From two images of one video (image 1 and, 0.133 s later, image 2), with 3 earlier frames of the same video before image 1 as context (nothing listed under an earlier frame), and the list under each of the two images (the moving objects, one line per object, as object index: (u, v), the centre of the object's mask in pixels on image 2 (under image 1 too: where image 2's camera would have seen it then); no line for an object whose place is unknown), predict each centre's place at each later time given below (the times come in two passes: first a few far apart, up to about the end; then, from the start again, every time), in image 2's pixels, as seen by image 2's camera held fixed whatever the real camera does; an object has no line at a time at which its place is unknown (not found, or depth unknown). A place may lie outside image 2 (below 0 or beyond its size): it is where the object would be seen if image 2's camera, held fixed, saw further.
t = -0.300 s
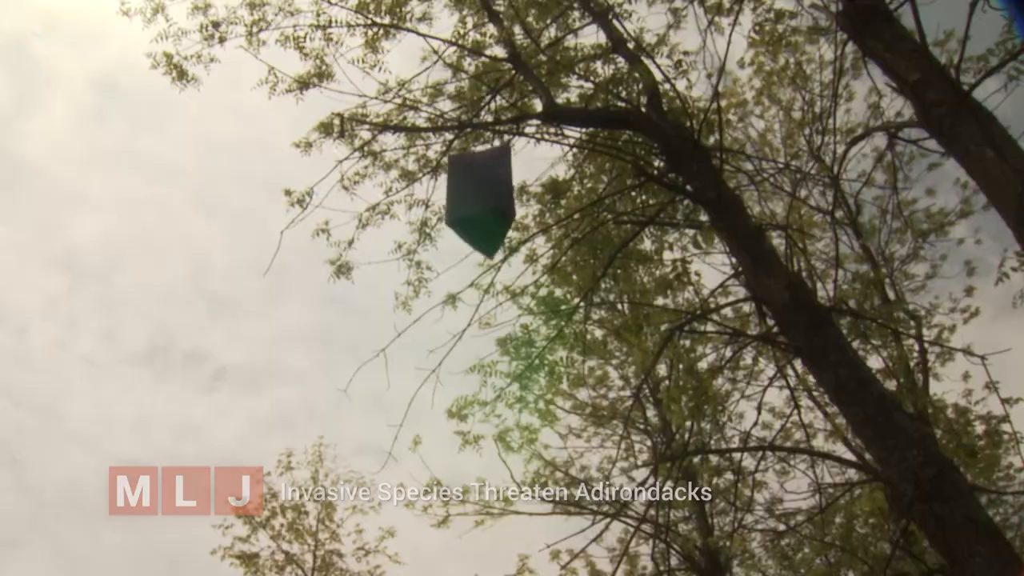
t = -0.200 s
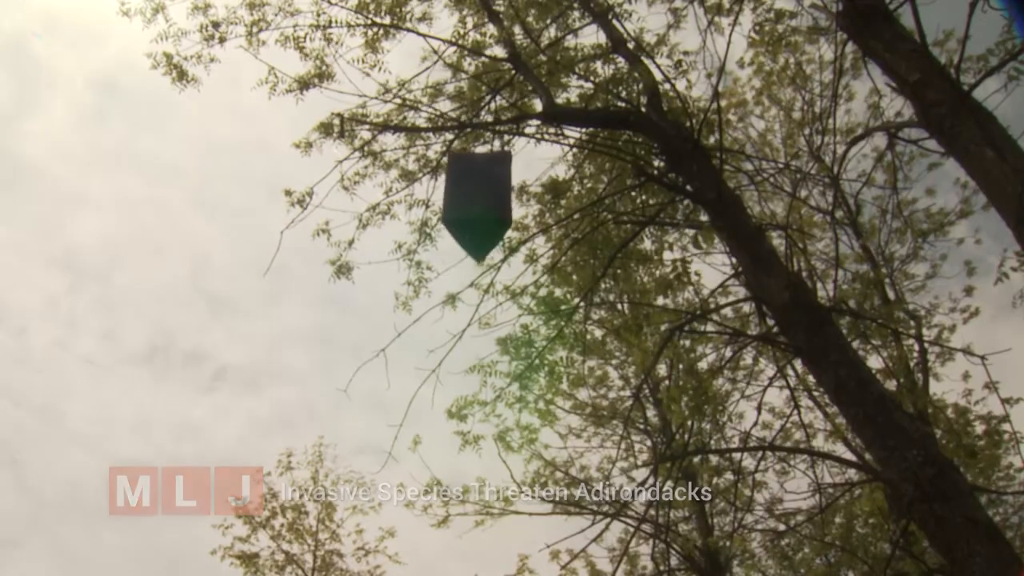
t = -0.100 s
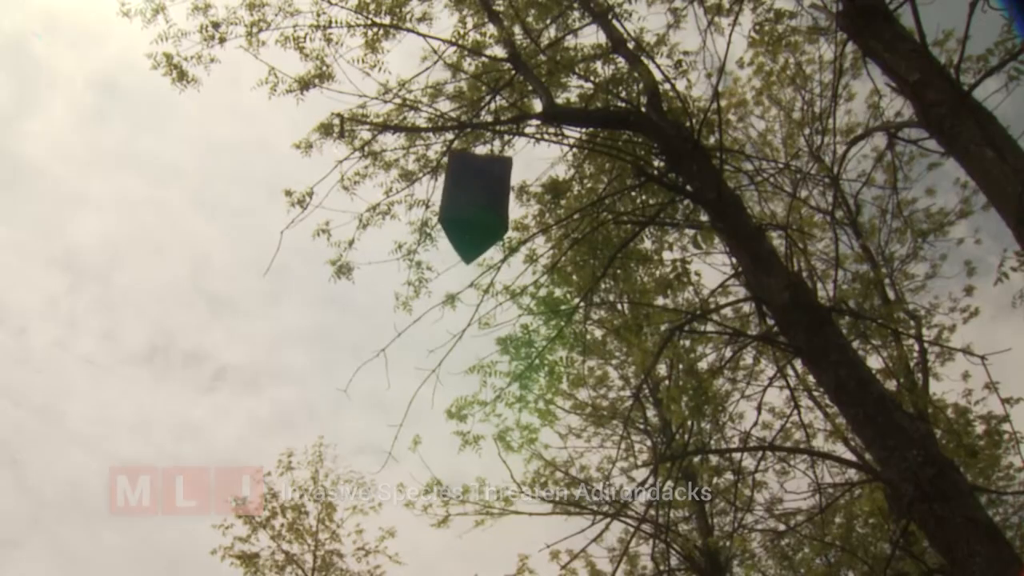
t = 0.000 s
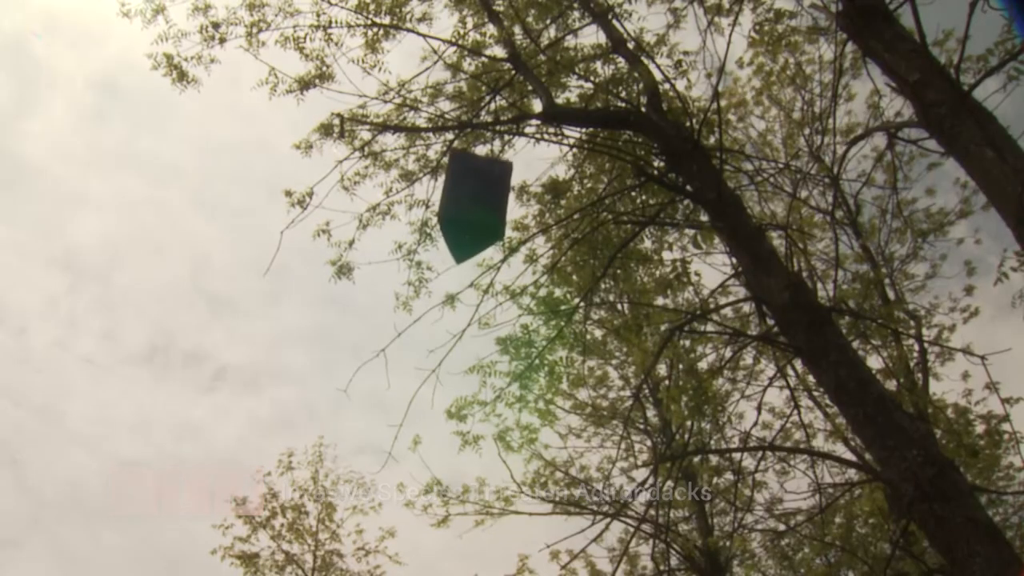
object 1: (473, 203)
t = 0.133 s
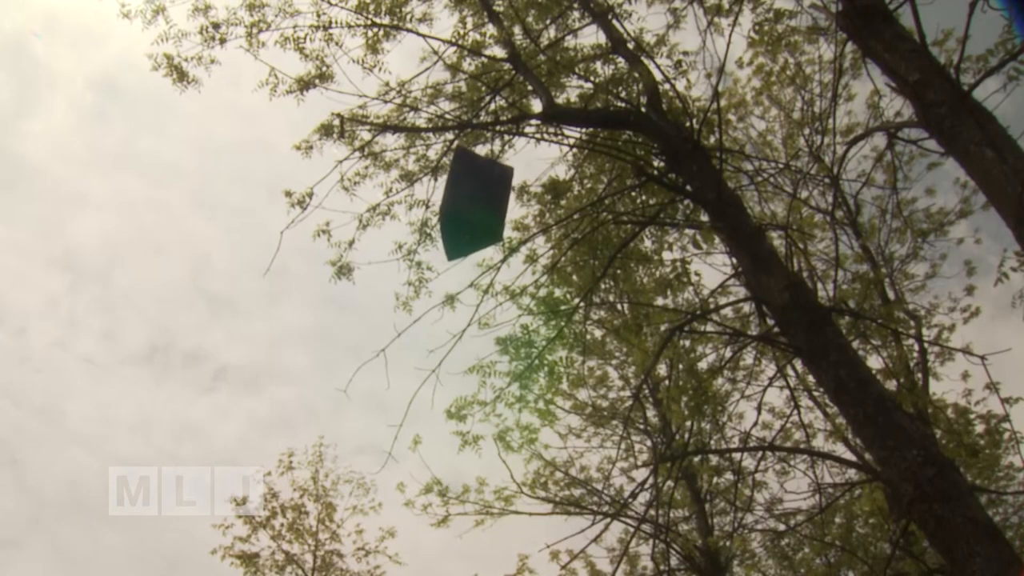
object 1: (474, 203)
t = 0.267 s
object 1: (477, 202)
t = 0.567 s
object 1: (484, 194)
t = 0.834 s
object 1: (495, 185)
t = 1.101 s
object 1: (492, 187)
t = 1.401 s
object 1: (475, 198)
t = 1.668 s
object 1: (471, 206)
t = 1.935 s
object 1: (477, 210)
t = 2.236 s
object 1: (483, 201)
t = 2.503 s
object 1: (487, 191)
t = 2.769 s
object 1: (485, 190)
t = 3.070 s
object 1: (480, 201)
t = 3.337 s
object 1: (482, 208)
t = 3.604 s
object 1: (481, 206)
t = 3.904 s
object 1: (480, 199)
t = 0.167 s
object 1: (474, 203)
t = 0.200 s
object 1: (475, 203)
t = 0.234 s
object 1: (476, 203)
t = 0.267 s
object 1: (477, 202)
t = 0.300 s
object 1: (478, 202)
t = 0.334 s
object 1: (479, 202)
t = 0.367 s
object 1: (480, 201)
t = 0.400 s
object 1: (481, 200)
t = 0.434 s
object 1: (481, 199)
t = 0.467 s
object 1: (482, 197)
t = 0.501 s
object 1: (483, 196)
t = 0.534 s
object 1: (484, 195)
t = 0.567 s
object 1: (484, 194)
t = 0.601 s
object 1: (485, 193)
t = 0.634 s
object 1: (486, 192)
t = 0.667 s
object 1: (487, 192)
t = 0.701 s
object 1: (488, 191)
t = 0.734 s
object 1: (489, 190)
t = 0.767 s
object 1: (491, 188)
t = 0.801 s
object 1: (493, 187)
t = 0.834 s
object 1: (495, 185)
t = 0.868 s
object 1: (497, 184)
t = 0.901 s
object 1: (498, 184)
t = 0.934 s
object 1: (498, 184)
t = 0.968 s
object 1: (498, 184)
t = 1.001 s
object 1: (498, 184)
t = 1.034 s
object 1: (496, 185)
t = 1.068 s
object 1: (495, 186)
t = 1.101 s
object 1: (492, 187)
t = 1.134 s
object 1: (490, 188)
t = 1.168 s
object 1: (487, 189)
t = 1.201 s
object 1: (485, 190)
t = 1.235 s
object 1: (483, 191)
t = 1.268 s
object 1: (481, 192)
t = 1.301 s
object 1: (480, 194)
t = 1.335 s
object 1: (478, 195)
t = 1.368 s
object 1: (477, 196)
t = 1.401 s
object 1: (475, 198)
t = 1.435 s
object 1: (474, 199)
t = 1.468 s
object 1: (473, 200)
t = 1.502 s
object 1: (472, 201)
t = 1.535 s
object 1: (472, 203)
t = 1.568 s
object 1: (471, 204)
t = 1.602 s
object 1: (471, 205)
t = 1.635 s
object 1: (471, 206)
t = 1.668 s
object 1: (471, 206)
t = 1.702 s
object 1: (471, 207)
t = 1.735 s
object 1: (472, 208)
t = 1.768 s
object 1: (472, 209)
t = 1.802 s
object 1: (473, 209)
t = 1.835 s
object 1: (474, 210)
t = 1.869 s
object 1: (475, 210)
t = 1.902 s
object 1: (476, 210)
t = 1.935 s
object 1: (477, 210)
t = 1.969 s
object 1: (477, 209)
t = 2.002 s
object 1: (478, 208)
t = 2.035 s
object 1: (478, 208)
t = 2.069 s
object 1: (479, 207)
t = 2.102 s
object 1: (480, 205)
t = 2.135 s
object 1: (481, 204)
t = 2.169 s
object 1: (482, 203)
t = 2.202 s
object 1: (482, 202)
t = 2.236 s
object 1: (483, 201)
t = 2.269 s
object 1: (484, 199)
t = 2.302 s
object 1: (484, 198)
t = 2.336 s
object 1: (485, 197)
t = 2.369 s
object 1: (486, 196)
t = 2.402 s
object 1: (486, 194)
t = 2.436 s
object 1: (486, 193)
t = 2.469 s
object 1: (487, 192)
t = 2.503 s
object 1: (487, 191)
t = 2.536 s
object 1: (487, 190)
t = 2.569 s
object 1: (487, 190)
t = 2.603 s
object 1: (487, 189)
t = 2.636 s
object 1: (486, 189)
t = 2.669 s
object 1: (486, 189)
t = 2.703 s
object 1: (486, 189)
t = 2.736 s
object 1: (485, 190)
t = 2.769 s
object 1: (485, 190)
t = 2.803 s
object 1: (484, 191)
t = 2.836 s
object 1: (483, 193)
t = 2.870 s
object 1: (482, 193)
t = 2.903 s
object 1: (482, 194)
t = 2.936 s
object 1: (481, 196)
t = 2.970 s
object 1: (480, 197)
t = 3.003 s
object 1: (480, 199)
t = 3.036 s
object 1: (480, 200)
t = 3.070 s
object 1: (480, 201)
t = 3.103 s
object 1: (480, 201)
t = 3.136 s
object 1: (480, 202)
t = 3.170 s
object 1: (480, 204)
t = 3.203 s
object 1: (481, 205)
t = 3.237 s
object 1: (481, 206)
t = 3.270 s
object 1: (481, 207)
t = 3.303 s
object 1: (481, 207)
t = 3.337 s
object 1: (482, 208)
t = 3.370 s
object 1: (482, 208)
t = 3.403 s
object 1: (482, 208)
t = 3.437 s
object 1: (483, 208)
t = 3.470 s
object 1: (483, 208)
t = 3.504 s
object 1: (483, 208)
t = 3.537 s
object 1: (482, 208)
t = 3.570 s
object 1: (482, 207)
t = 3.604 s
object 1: (481, 206)
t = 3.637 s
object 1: (481, 206)
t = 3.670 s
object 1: (480, 205)
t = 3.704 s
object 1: (480, 204)
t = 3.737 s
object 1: (480, 204)
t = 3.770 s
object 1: (480, 203)
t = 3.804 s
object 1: (480, 202)
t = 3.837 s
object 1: (480, 201)
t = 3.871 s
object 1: (480, 200)
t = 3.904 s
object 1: (480, 199)
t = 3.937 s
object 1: (481, 198)
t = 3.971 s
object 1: (482, 197)
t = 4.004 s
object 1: (482, 197)
